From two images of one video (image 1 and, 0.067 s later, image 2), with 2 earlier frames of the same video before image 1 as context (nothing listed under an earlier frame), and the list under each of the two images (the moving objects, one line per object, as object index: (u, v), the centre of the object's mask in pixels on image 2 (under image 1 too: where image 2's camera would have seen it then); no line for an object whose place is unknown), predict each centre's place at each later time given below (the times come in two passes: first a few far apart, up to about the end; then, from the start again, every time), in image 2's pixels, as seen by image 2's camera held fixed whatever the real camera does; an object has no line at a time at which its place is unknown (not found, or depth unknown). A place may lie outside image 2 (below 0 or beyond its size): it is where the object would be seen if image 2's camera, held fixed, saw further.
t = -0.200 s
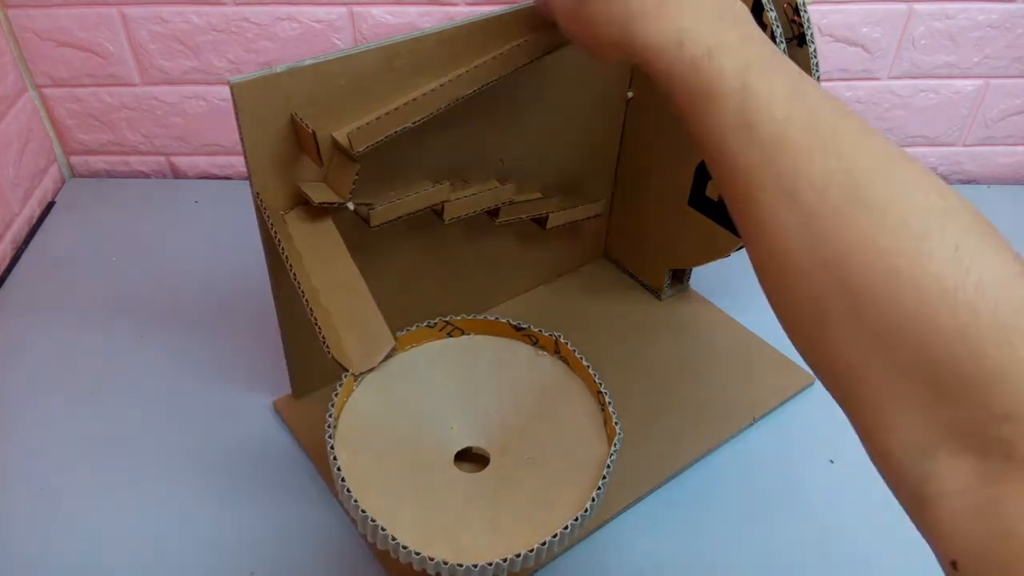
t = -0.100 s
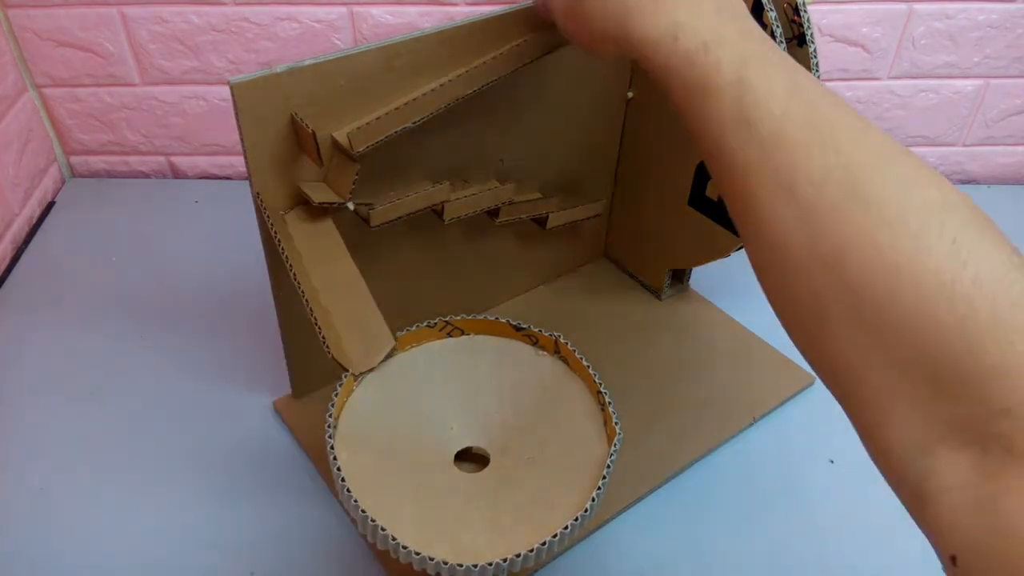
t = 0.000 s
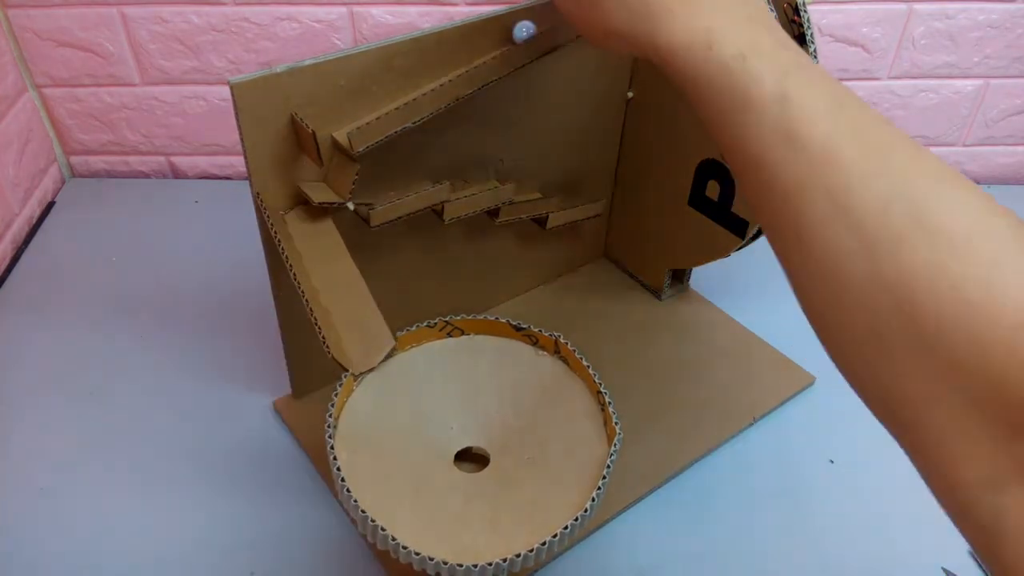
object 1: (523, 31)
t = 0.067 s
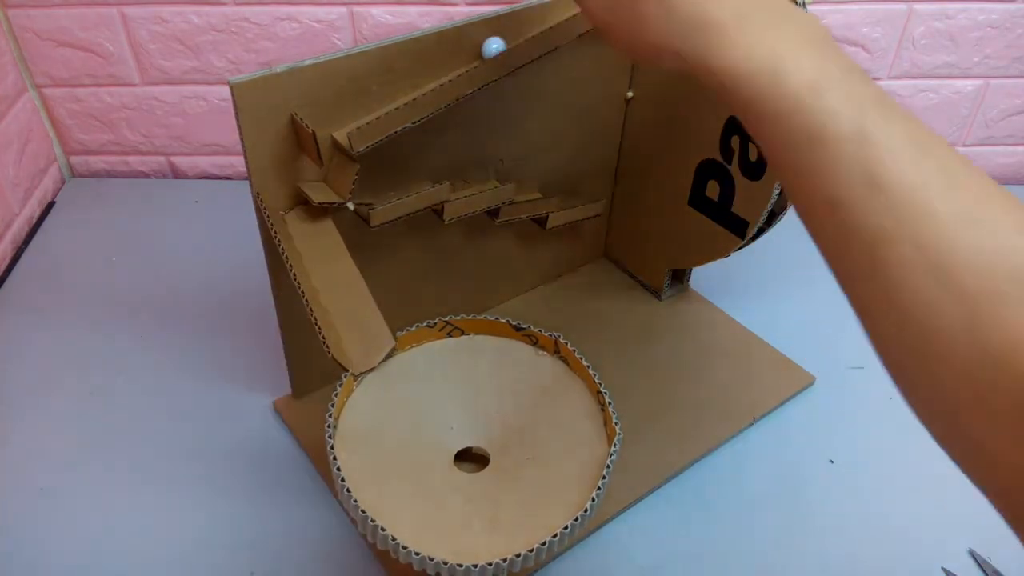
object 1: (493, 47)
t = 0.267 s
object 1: (331, 173)
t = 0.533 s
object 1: (466, 481)
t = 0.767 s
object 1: (418, 424)
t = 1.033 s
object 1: (542, 412)
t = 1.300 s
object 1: (493, 512)
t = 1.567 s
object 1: (444, 472)
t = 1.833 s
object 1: (431, 449)
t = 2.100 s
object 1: (445, 462)
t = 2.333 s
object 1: (463, 430)
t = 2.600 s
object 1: (448, 445)
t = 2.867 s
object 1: (460, 465)
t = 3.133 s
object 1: (480, 437)
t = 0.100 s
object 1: (464, 62)
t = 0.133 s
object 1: (429, 80)
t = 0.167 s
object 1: (385, 102)
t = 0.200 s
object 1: (333, 130)
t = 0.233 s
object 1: (326, 139)
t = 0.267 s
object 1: (331, 173)
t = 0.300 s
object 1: (292, 215)
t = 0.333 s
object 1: (310, 232)
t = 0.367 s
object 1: (313, 259)
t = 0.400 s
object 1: (326, 285)
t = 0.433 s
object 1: (343, 319)
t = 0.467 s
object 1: (363, 361)
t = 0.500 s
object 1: (399, 422)
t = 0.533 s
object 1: (466, 481)
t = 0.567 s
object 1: (546, 501)
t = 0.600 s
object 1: (574, 498)
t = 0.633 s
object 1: (565, 467)
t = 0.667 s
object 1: (547, 452)
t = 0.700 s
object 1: (514, 431)
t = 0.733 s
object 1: (464, 420)
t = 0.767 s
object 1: (418, 424)
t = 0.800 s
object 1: (393, 438)
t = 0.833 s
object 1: (393, 458)
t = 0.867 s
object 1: (418, 476)
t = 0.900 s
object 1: (464, 487)
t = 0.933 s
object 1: (512, 475)
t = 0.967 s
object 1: (542, 451)
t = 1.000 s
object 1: (552, 426)
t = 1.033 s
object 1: (542, 412)
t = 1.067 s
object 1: (516, 415)
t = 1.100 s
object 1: (473, 432)
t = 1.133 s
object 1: (436, 459)
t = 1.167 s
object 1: (425, 471)
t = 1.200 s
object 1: (421, 494)
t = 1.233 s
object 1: (434, 511)
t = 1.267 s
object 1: (463, 519)
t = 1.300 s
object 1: (493, 512)
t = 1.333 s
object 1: (514, 494)
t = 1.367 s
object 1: (522, 470)
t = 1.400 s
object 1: (517, 443)
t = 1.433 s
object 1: (494, 419)
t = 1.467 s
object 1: (462, 413)
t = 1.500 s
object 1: (436, 424)
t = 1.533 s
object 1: (428, 448)
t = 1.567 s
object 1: (444, 472)
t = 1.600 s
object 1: (476, 483)
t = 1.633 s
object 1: (504, 481)
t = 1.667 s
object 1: (516, 470)
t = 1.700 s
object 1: (516, 455)
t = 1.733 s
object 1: (509, 447)
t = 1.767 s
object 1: (482, 433)
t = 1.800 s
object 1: (448, 434)
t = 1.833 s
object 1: (431, 449)
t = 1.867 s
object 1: (438, 465)
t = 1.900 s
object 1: (466, 473)
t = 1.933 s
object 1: (495, 468)
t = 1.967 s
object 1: (512, 453)
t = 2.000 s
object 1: (509, 436)
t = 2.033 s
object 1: (488, 430)
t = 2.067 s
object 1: (458, 442)
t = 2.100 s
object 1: (445, 462)
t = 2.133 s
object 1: (451, 477)
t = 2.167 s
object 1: (470, 481)
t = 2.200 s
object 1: (488, 474)
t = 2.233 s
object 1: (499, 458)
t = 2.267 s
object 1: (499, 448)
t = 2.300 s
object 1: (486, 431)
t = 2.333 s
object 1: (463, 430)
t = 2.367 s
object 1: (449, 448)
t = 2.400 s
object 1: (458, 467)
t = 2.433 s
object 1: (476, 473)
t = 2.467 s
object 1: (493, 469)
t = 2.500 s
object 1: (500, 457)
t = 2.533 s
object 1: (491, 442)
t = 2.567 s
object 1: (467, 434)
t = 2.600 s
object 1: (448, 445)
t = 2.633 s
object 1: (452, 461)
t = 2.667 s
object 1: (470, 466)
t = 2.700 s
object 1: (488, 461)
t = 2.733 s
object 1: (494, 445)
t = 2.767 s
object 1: (482, 432)
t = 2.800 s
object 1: (463, 439)
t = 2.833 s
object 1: (456, 450)
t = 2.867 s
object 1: (460, 465)
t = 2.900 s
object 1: (471, 469)
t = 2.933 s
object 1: (479, 463)
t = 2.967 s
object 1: (484, 447)
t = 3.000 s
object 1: (471, 433)
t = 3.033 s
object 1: (461, 439)
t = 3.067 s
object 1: (468, 458)
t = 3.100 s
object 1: (484, 449)
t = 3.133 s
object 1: (480, 437)
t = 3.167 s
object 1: (469, 445)
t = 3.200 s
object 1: (474, 460)
